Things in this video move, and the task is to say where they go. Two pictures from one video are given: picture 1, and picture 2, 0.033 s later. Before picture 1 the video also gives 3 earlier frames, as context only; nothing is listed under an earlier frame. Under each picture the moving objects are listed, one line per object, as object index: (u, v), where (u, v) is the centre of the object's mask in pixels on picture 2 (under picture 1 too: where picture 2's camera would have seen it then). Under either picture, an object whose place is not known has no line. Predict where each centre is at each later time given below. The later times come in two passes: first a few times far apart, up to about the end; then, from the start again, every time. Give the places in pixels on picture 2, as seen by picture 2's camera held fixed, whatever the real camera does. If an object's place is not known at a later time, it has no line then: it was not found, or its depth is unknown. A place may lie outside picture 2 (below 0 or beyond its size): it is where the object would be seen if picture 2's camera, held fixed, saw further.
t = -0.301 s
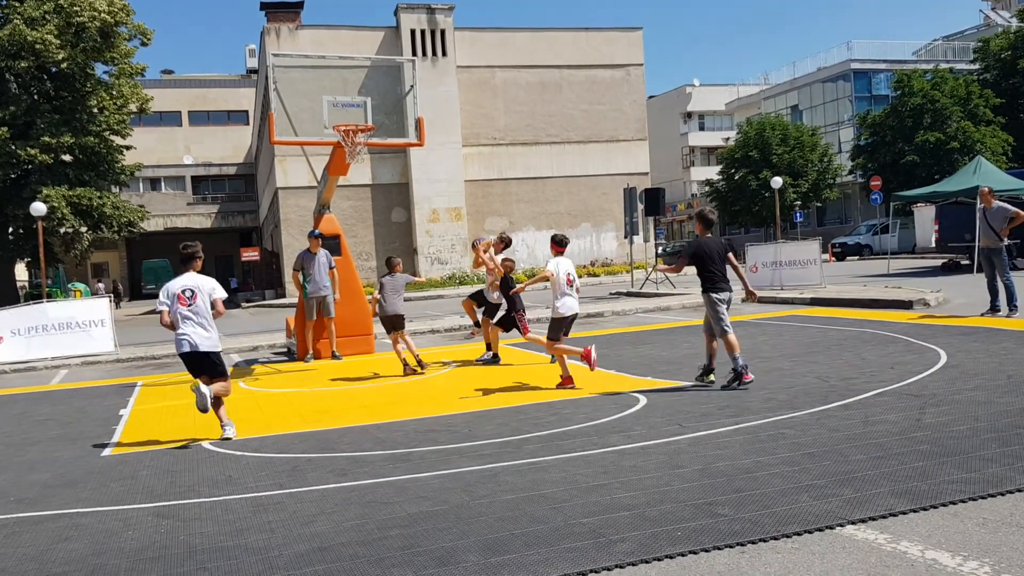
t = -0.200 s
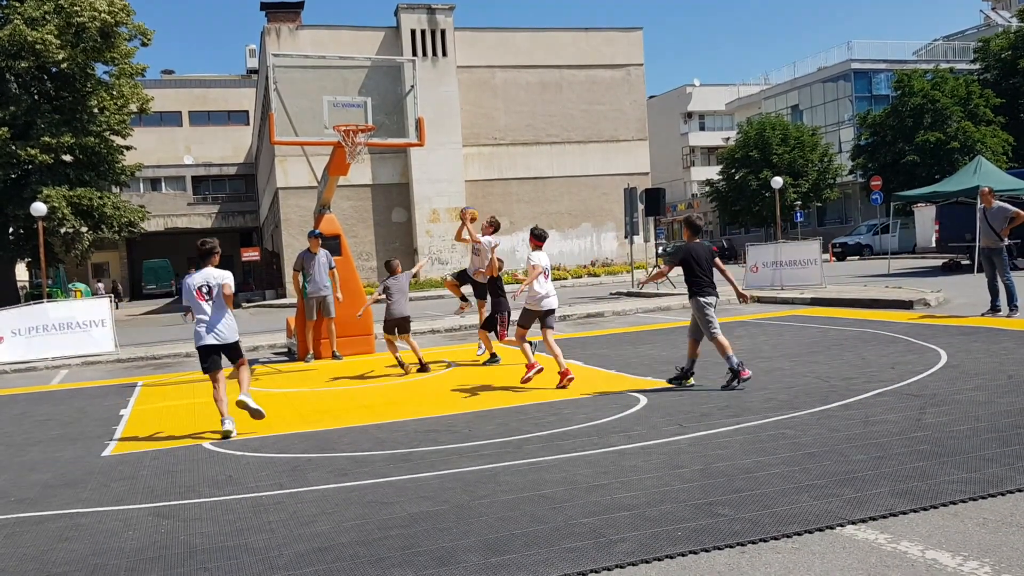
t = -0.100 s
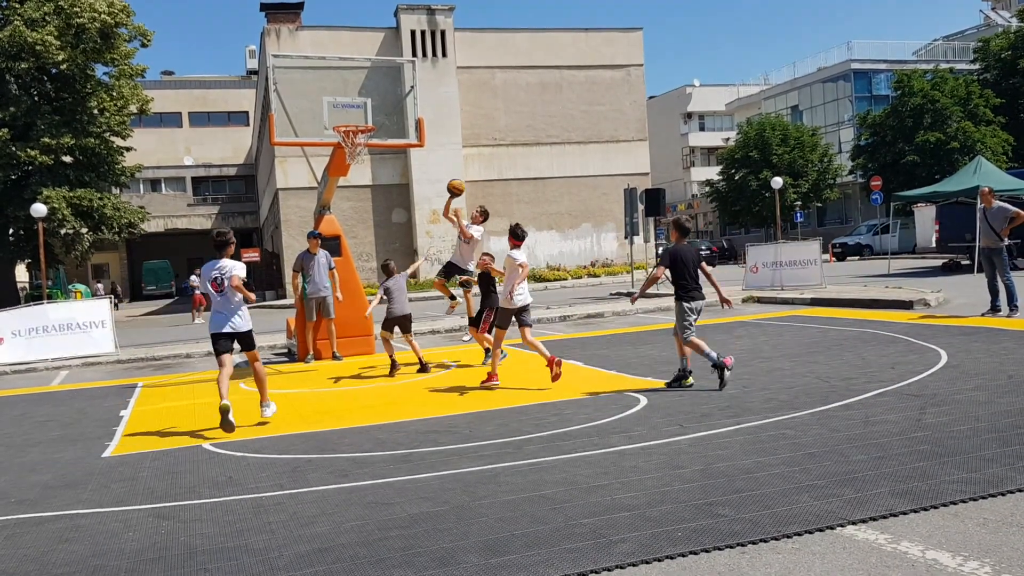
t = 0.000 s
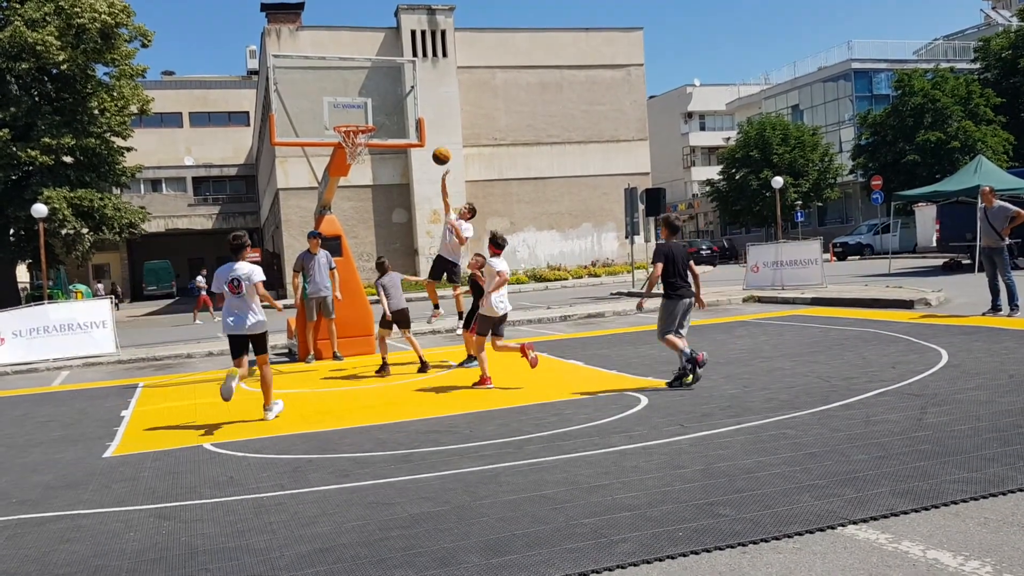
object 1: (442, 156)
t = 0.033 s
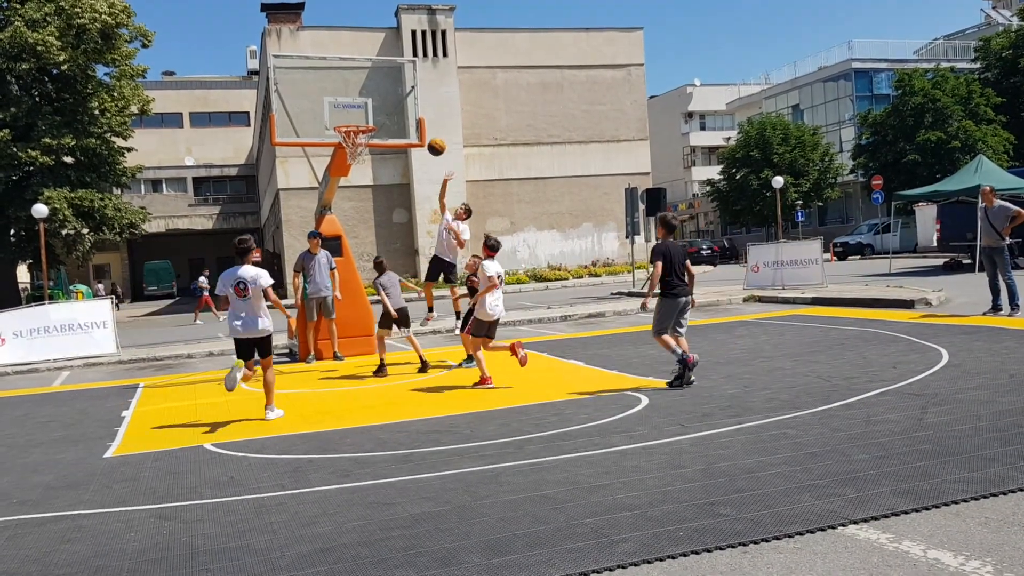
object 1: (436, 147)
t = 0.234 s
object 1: (406, 109)
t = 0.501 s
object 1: (369, 108)
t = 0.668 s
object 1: (348, 134)
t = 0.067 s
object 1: (431, 139)
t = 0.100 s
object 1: (425, 129)
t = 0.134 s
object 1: (421, 124)
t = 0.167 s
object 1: (416, 118)
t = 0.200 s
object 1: (411, 113)
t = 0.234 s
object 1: (406, 109)
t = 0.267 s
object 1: (401, 105)
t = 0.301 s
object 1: (397, 103)
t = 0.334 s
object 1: (392, 102)
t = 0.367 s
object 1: (388, 101)
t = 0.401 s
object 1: (383, 101)
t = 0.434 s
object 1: (378, 102)
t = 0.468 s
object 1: (374, 105)
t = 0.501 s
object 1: (369, 108)
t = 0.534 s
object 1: (365, 112)
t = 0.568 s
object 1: (360, 116)
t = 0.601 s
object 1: (356, 119)
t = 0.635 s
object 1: (352, 128)
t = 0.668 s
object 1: (348, 134)
